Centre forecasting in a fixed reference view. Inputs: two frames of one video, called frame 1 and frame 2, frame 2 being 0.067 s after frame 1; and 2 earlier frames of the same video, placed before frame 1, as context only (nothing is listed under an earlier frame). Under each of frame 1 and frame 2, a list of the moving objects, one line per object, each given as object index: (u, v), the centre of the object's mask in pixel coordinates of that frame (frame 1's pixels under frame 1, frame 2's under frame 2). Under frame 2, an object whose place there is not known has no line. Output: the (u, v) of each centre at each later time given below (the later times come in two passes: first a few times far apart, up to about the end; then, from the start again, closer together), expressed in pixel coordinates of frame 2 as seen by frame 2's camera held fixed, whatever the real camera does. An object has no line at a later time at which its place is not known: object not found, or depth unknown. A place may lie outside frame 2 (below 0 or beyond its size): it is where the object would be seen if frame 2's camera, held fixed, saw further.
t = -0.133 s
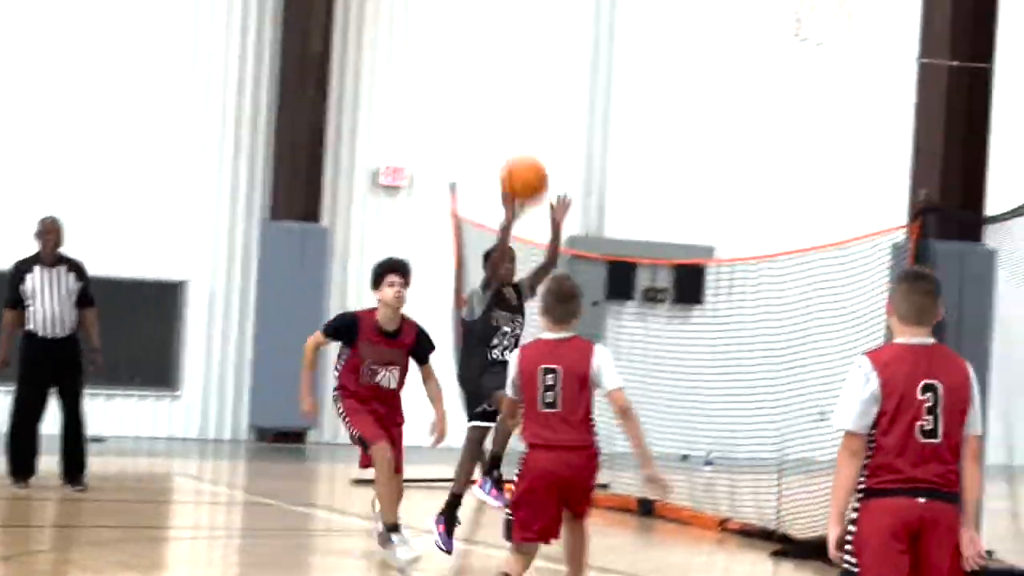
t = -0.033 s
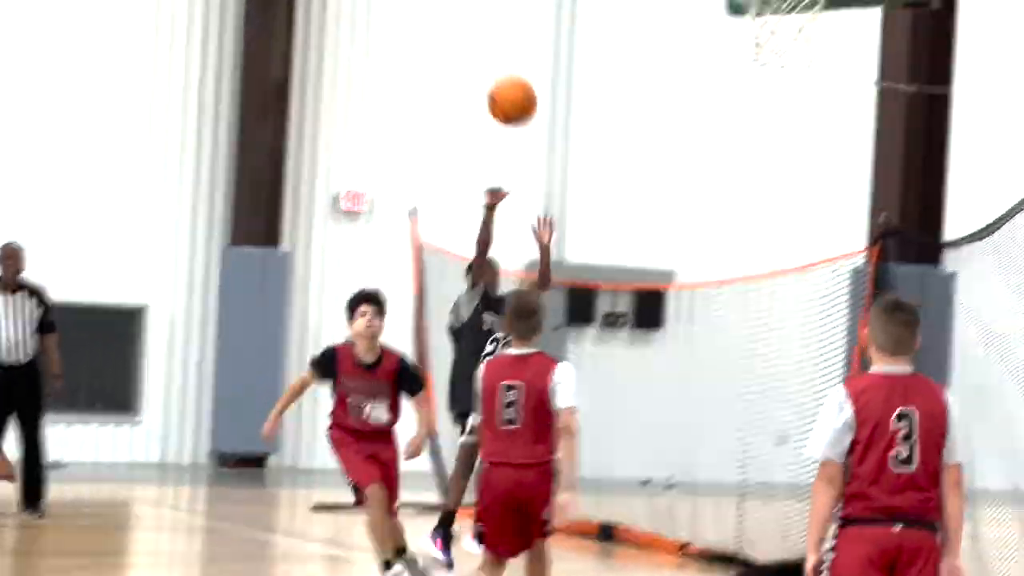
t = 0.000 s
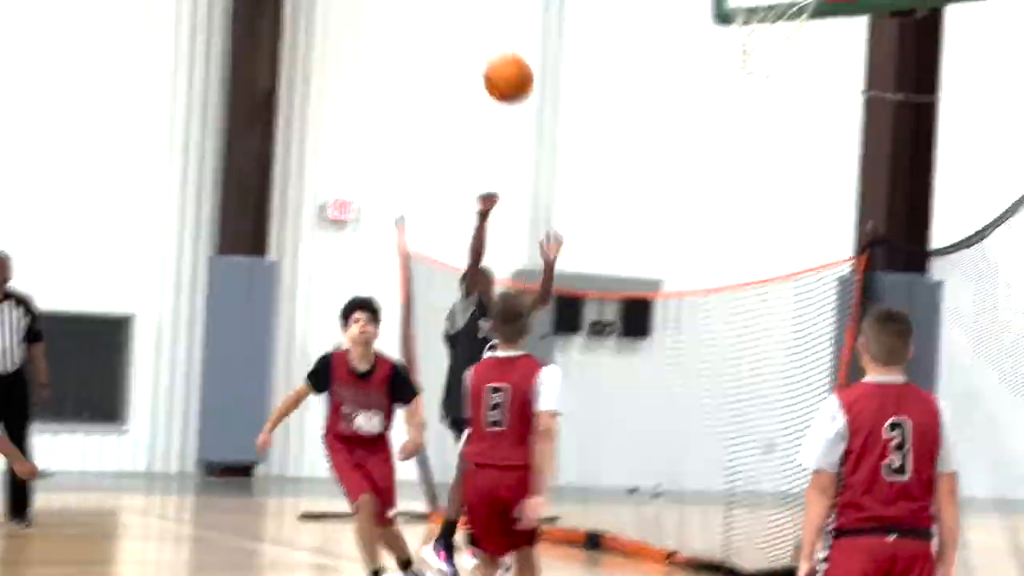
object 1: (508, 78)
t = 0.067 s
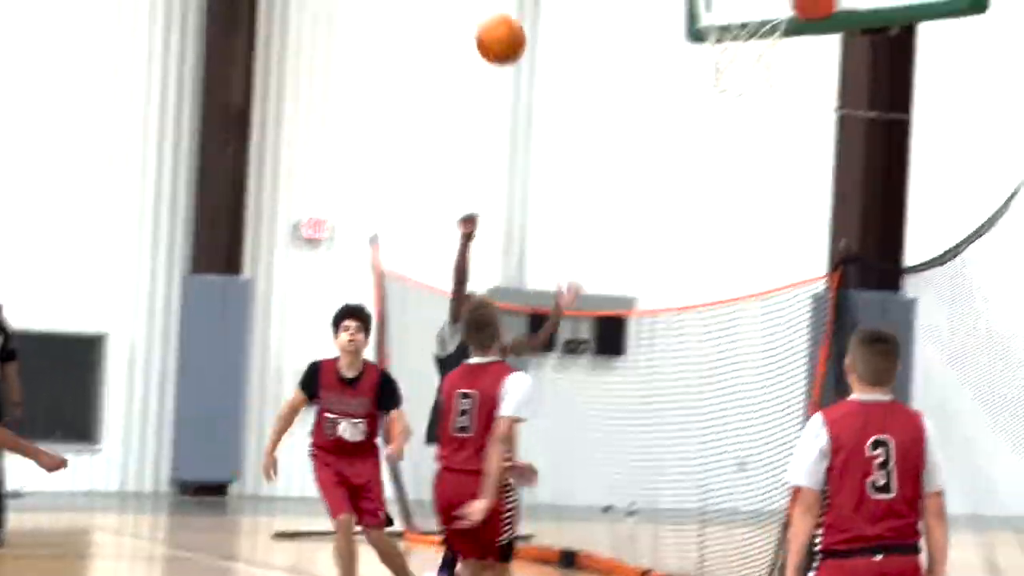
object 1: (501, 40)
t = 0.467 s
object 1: (608, -103)
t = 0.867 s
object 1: (651, 22)
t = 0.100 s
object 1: (510, 15)
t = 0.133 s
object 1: (518, -3)
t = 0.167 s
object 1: (527, -18)
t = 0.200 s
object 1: (537, -31)
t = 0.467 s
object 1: (608, -103)
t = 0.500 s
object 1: (620, -106)
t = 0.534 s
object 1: (629, -109)
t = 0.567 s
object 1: (639, -109)
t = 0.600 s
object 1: (648, -107)
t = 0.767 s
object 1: (684, -38)
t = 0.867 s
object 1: (651, 22)
